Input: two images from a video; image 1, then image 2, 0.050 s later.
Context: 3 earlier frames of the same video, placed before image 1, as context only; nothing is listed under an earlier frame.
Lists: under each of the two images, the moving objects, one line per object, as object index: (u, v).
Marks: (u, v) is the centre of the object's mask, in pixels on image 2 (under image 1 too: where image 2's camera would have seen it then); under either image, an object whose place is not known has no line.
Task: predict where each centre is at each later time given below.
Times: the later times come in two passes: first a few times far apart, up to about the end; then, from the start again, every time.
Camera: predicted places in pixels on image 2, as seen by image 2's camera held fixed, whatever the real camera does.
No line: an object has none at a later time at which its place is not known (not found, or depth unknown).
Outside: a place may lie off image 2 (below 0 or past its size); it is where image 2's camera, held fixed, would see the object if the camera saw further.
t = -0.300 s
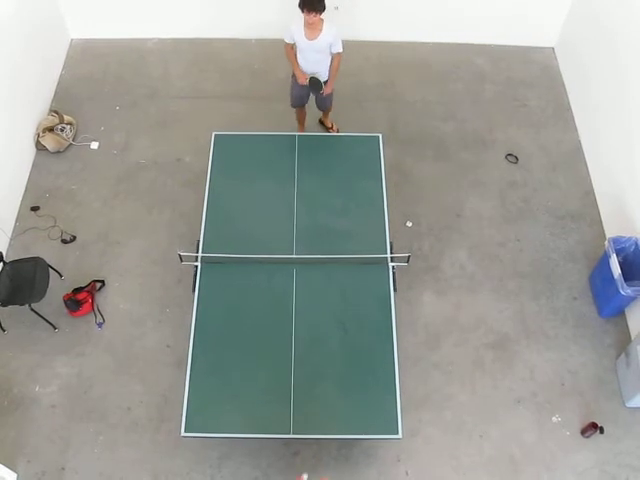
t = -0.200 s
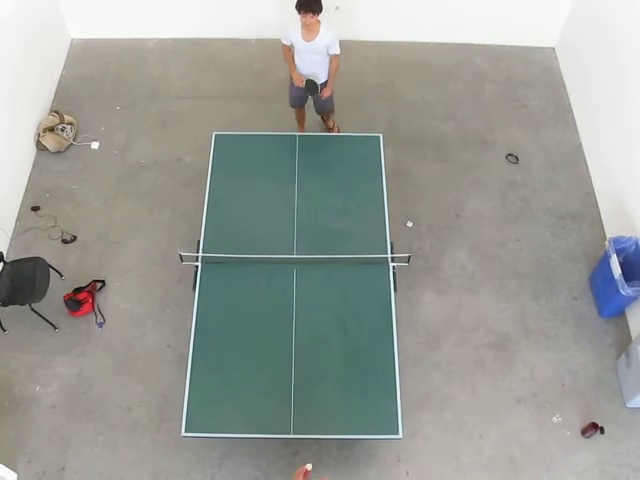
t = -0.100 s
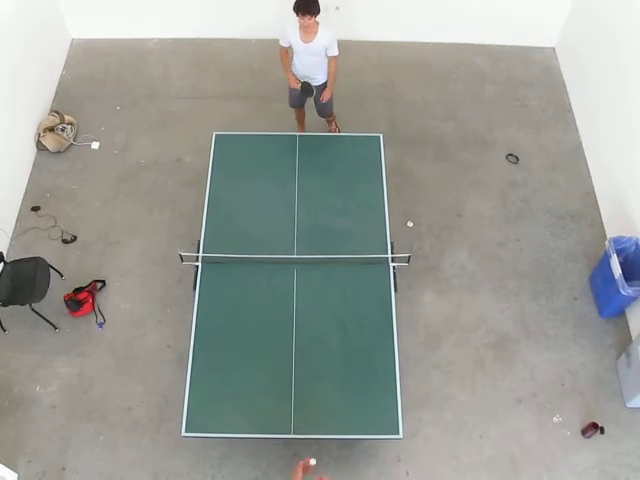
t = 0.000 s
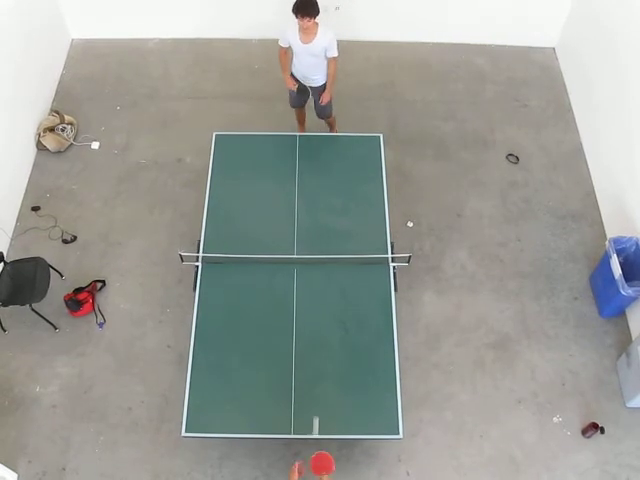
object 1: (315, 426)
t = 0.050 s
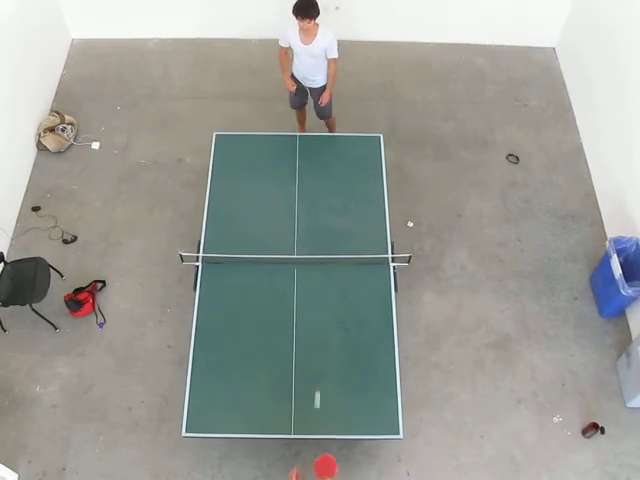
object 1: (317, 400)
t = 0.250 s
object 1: (322, 293)
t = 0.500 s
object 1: (324, 204)
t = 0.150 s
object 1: (319, 347)
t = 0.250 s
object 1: (322, 293)
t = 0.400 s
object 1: (324, 231)
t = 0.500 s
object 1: (324, 204)
